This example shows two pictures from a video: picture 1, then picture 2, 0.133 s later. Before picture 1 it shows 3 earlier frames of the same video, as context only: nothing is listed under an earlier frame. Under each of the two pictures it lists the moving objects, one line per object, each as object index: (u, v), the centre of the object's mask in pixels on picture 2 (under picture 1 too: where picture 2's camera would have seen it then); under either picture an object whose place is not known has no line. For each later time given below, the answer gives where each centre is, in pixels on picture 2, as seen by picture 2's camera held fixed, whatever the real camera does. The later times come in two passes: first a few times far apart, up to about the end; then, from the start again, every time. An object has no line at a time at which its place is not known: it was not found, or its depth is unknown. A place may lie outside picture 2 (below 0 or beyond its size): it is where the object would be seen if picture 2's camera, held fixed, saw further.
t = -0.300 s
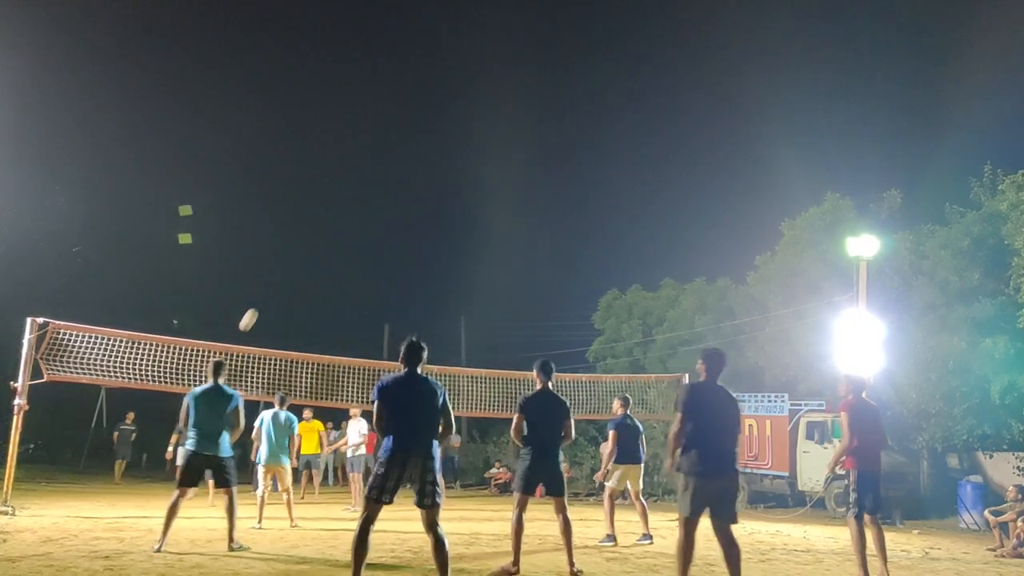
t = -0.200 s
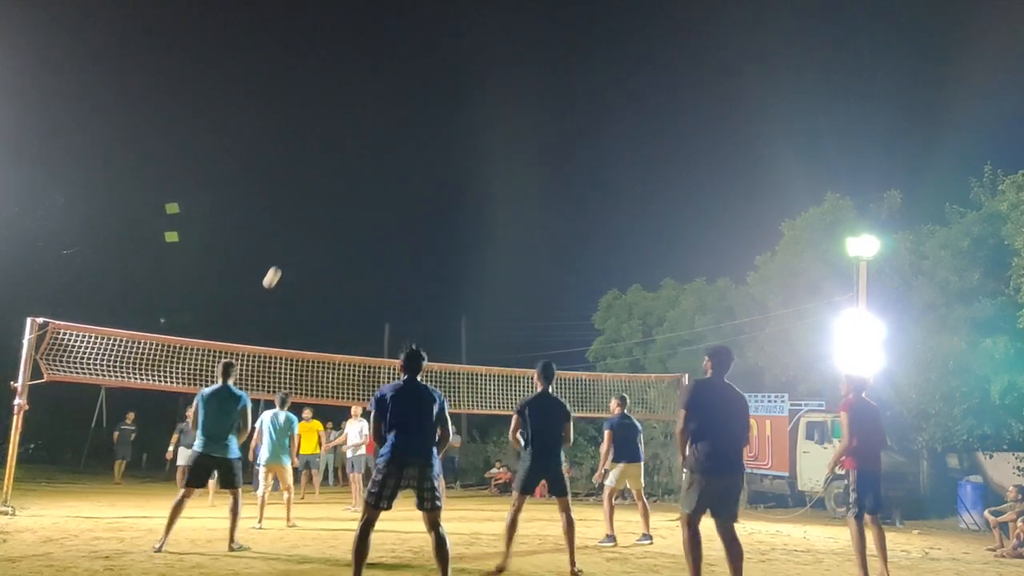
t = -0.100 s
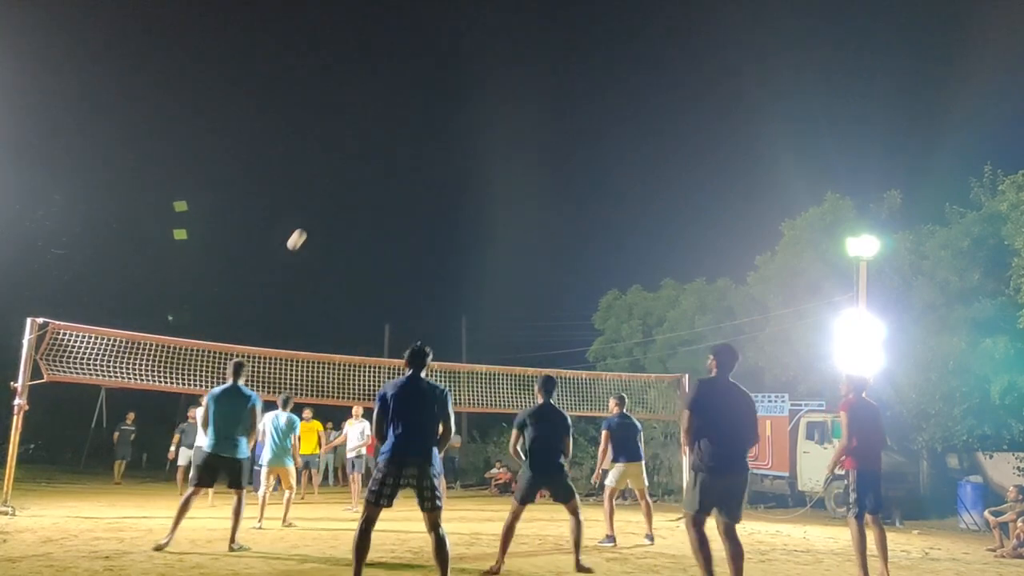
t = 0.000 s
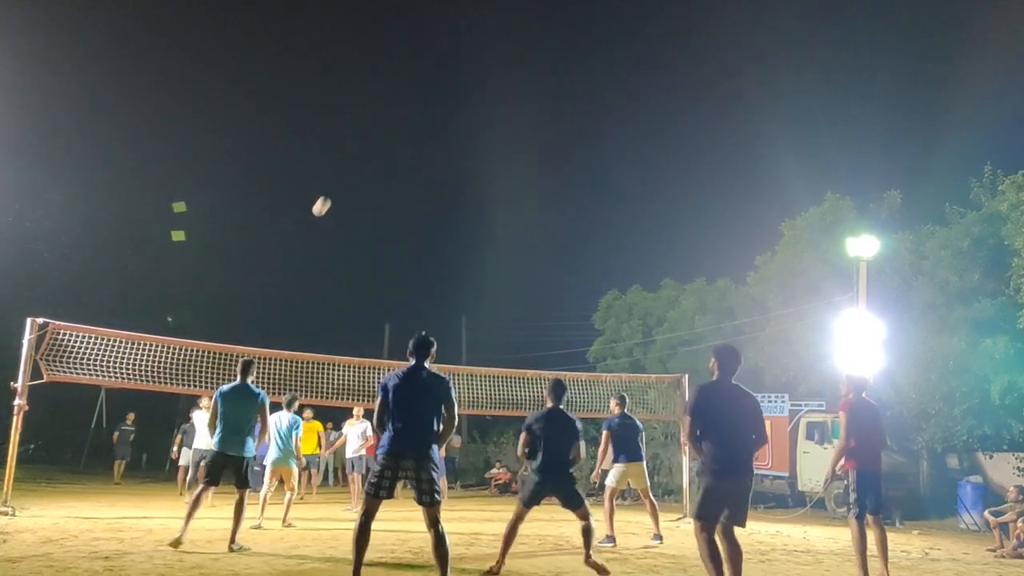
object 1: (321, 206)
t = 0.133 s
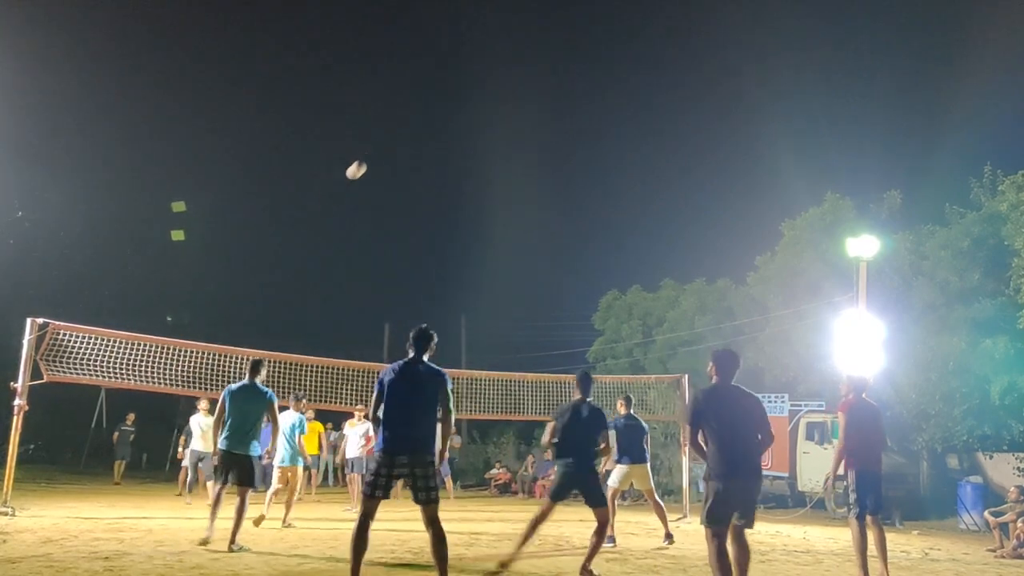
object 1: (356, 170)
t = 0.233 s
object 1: (383, 149)
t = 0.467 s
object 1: (453, 124)
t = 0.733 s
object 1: (549, 150)
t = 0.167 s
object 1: (365, 162)
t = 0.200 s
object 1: (374, 155)
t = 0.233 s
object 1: (383, 149)
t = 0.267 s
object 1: (393, 143)
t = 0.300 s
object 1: (402, 138)
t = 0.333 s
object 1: (412, 134)
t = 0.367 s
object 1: (422, 130)
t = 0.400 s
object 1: (432, 128)
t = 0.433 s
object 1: (443, 125)
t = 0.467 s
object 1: (453, 124)
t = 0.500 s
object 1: (464, 124)
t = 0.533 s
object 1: (475, 124)
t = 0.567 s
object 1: (487, 126)
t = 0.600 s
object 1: (498, 129)
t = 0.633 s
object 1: (510, 132)
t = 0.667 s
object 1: (522, 137)
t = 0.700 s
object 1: (535, 142)
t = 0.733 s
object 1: (549, 150)
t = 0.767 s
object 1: (562, 158)
